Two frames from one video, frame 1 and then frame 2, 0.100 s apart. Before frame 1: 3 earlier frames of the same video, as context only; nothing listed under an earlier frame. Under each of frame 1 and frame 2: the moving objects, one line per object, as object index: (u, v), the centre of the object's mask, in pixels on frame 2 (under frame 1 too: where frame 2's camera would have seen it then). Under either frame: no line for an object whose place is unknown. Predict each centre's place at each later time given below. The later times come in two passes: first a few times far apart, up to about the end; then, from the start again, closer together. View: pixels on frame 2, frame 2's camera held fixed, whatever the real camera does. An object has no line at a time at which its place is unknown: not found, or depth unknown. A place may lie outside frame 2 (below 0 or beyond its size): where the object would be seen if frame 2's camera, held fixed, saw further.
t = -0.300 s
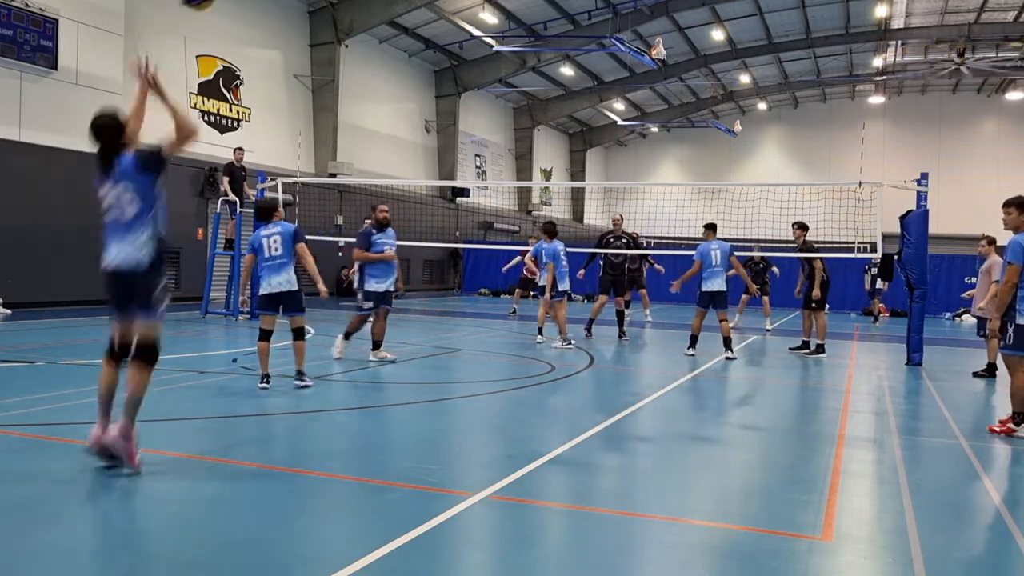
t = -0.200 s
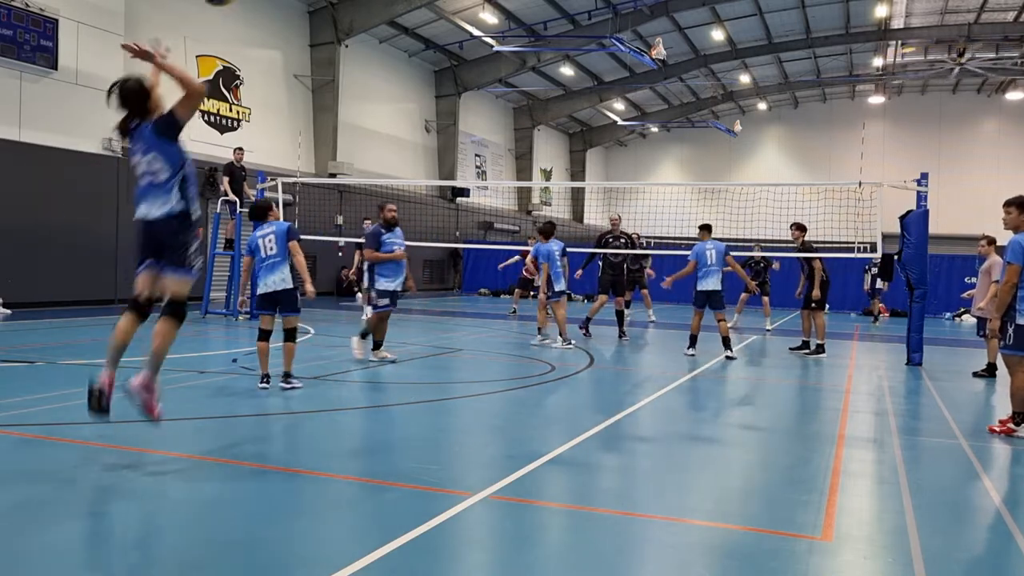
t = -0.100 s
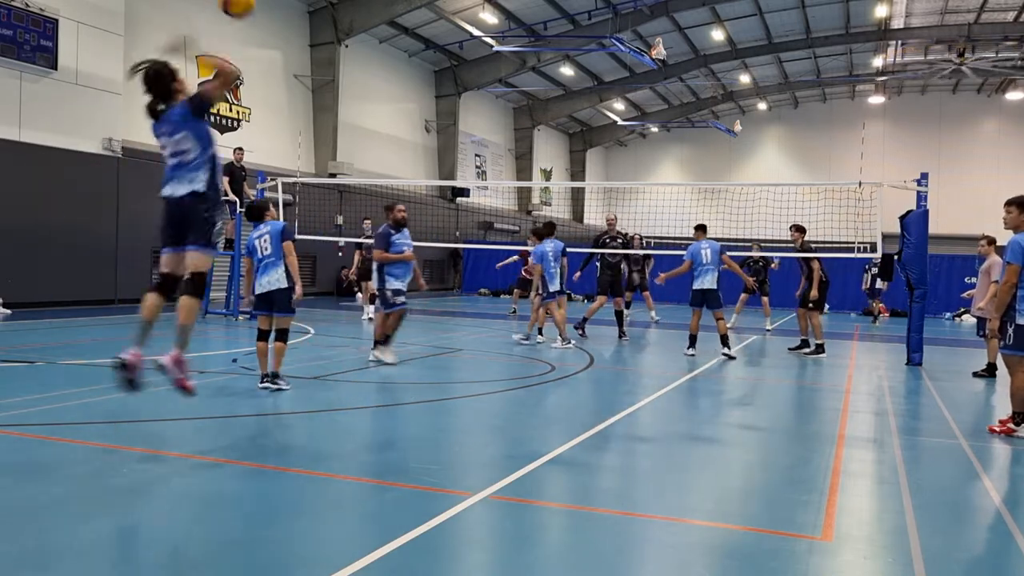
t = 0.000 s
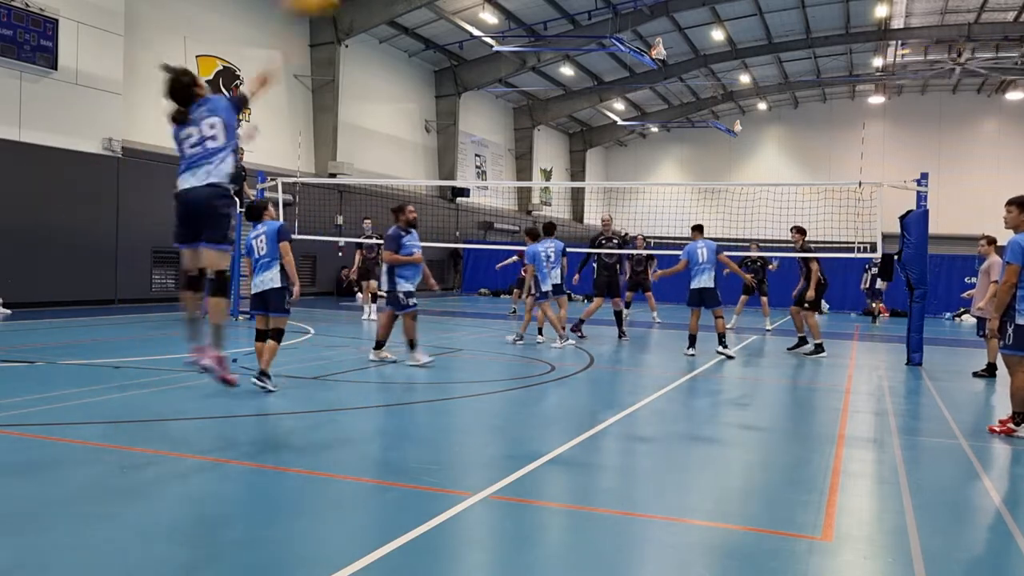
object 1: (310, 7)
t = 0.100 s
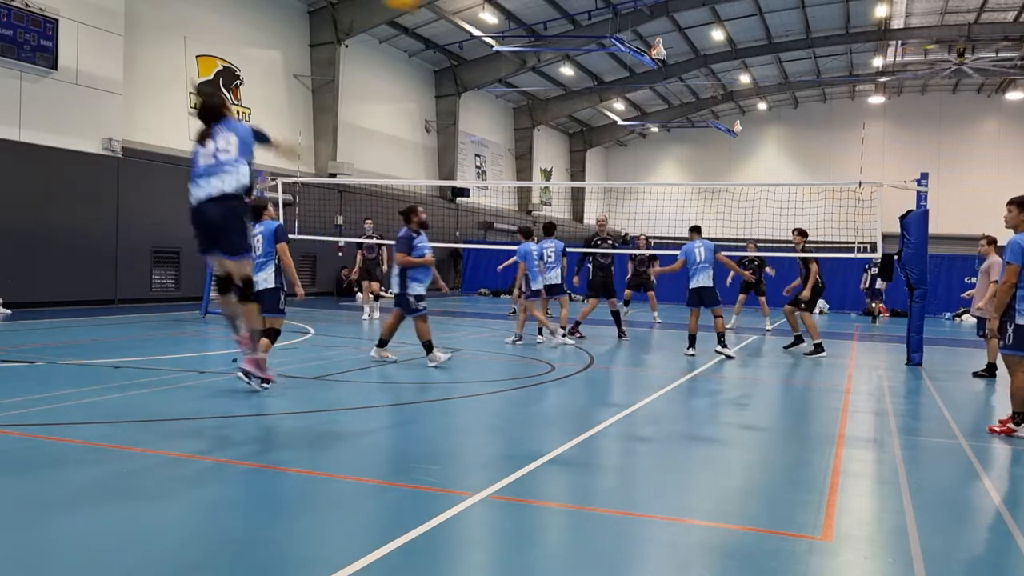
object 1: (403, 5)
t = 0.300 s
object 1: (522, 26)
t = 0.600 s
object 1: (623, 93)
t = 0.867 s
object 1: (676, 169)
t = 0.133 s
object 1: (427, 6)
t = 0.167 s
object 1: (449, 7)
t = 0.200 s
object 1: (470, 9)
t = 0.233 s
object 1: (491, 15)
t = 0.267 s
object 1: (508, 20)
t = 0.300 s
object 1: (522, 26)
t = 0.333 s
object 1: (536, 32)
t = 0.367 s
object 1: (550, 38)
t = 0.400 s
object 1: (563, 46)
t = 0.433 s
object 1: (574, 53)
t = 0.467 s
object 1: (585, 61)
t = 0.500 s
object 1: (596, 69)
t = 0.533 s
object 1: (606, 77)
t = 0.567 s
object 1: (616, 85)
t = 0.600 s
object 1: (623, 93)
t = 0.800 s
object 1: (665, 148)
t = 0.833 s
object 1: (671, 160)
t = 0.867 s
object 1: (676, 169)
